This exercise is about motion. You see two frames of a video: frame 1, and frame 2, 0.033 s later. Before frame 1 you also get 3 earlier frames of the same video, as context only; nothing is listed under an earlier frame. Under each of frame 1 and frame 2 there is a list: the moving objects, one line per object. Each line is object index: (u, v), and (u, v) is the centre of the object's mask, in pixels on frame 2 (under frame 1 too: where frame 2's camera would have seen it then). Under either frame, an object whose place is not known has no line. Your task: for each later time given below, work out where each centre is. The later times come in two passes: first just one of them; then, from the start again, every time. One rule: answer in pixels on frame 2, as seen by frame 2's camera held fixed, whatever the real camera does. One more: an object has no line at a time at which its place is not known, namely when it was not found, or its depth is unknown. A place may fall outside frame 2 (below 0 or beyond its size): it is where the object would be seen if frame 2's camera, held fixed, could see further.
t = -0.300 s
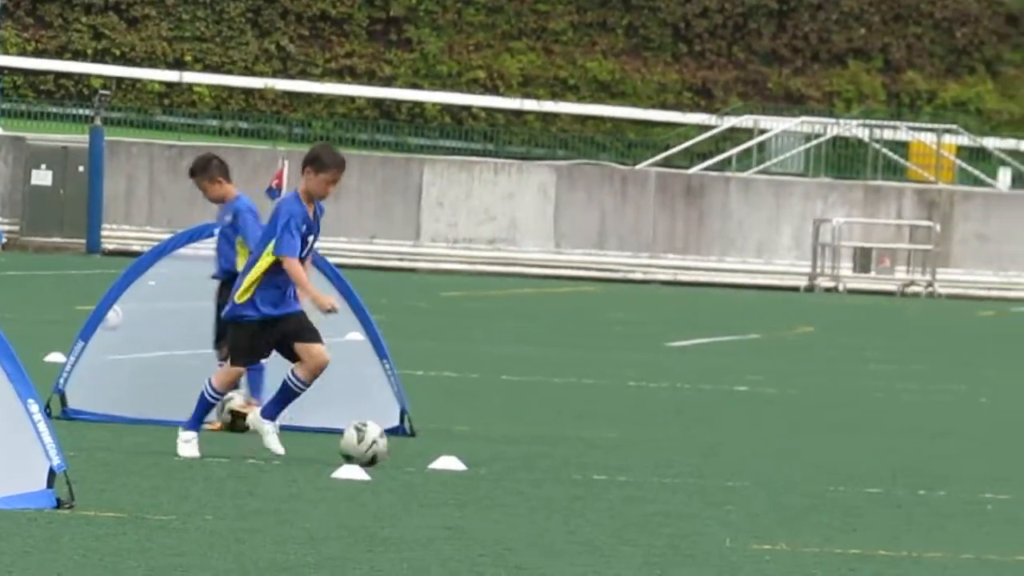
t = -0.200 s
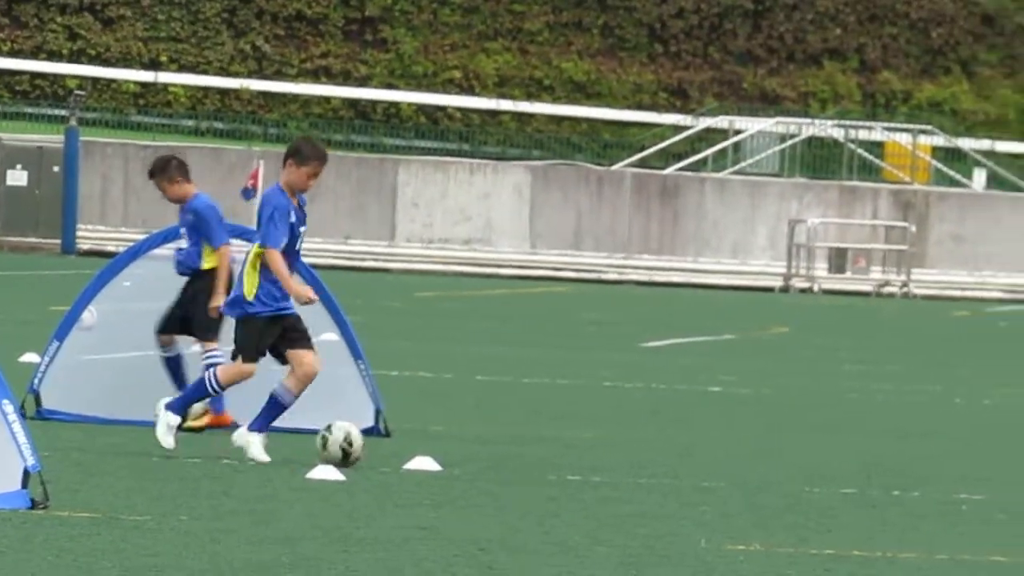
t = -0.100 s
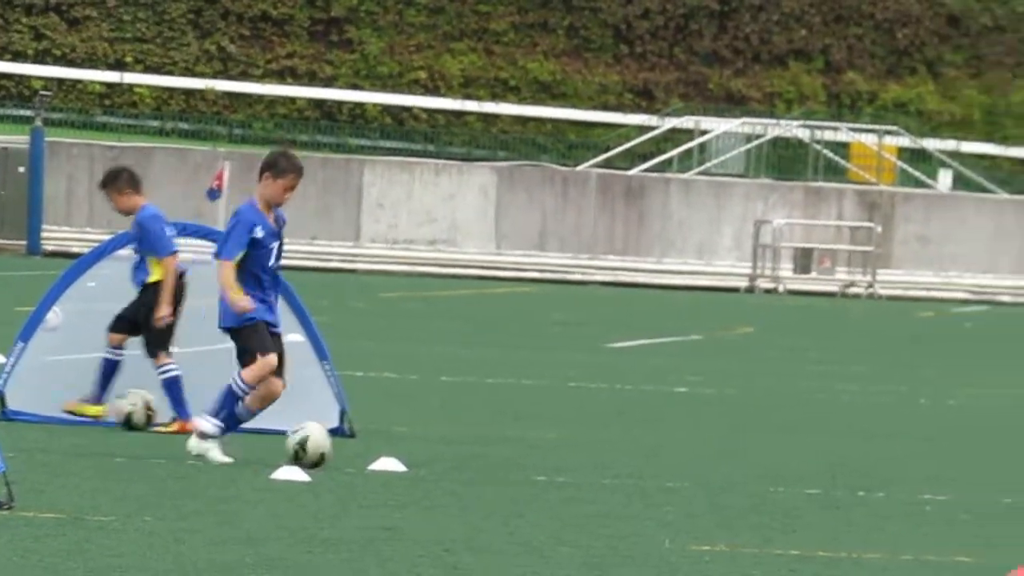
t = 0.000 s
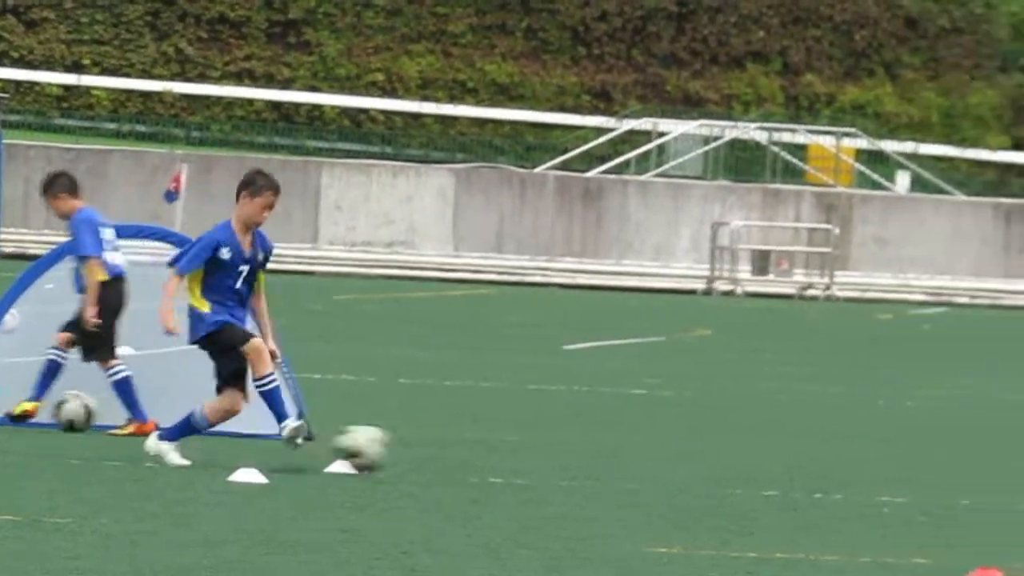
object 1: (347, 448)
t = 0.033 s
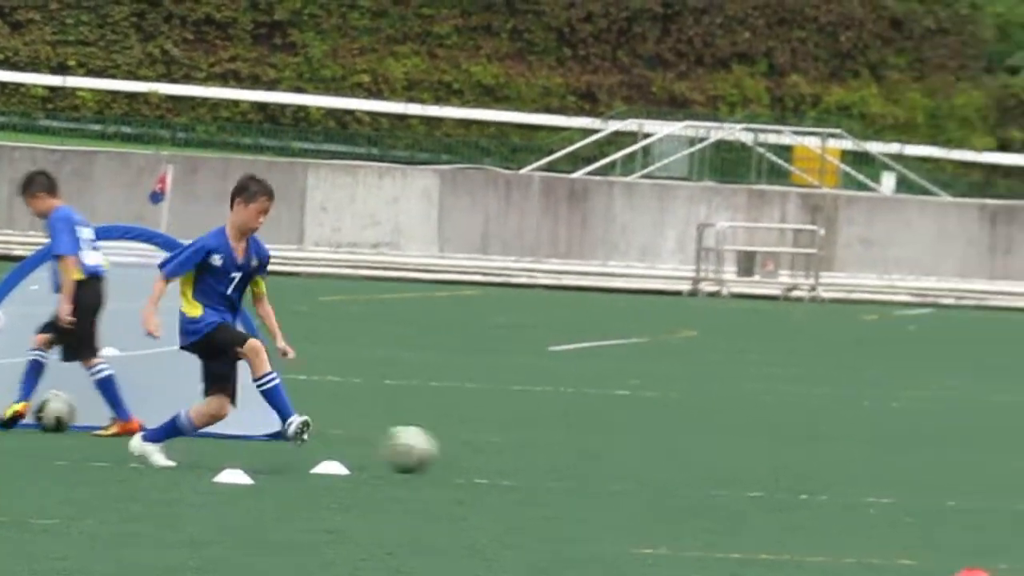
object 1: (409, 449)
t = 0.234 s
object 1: (754, 467)
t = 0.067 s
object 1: (470, 450)
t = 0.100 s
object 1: (531, 456)
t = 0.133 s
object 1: (593, 463)
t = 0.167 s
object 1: (648, 464)
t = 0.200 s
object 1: (703, 465)
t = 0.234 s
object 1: (754, 467)
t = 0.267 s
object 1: (807, 473)
